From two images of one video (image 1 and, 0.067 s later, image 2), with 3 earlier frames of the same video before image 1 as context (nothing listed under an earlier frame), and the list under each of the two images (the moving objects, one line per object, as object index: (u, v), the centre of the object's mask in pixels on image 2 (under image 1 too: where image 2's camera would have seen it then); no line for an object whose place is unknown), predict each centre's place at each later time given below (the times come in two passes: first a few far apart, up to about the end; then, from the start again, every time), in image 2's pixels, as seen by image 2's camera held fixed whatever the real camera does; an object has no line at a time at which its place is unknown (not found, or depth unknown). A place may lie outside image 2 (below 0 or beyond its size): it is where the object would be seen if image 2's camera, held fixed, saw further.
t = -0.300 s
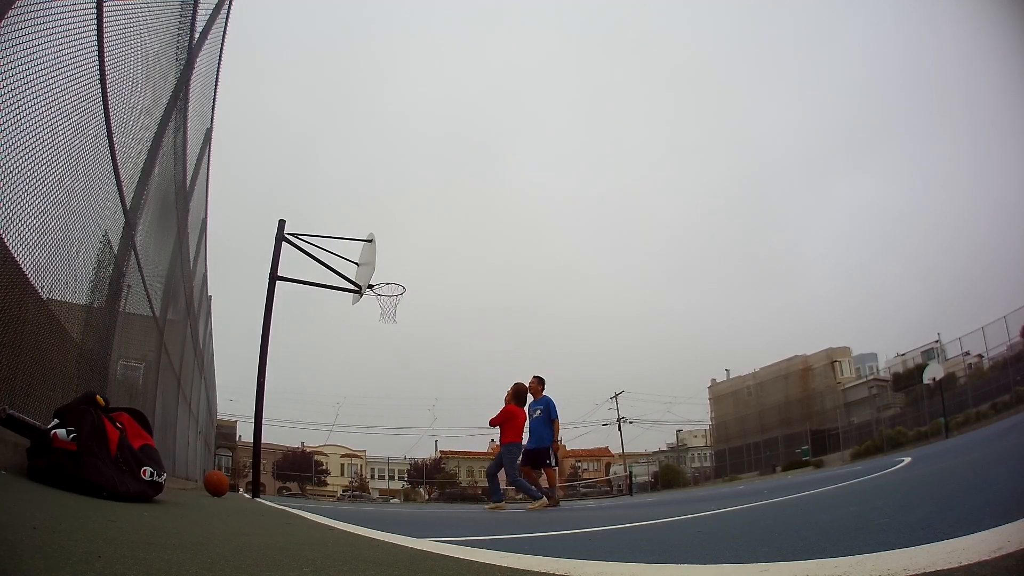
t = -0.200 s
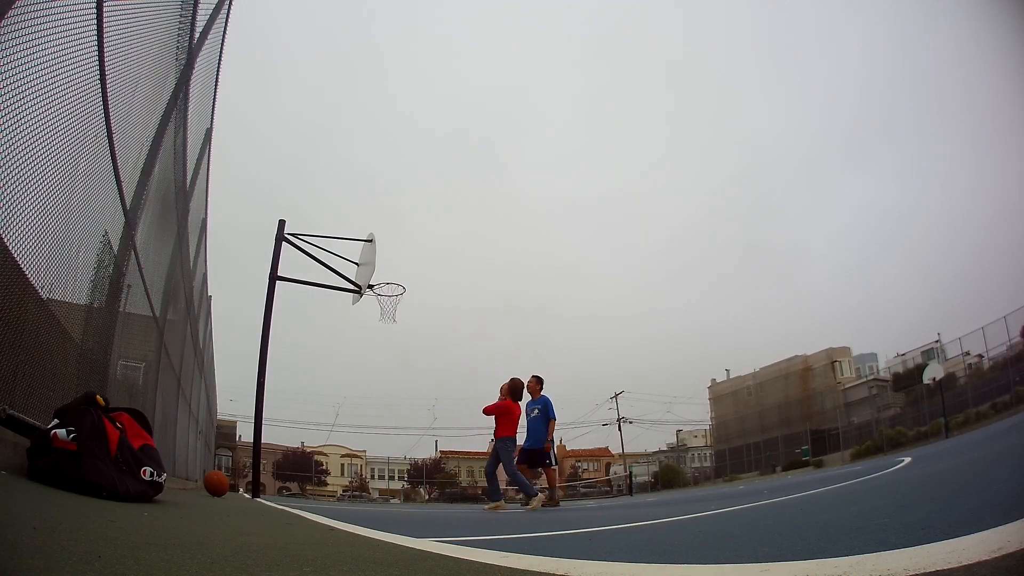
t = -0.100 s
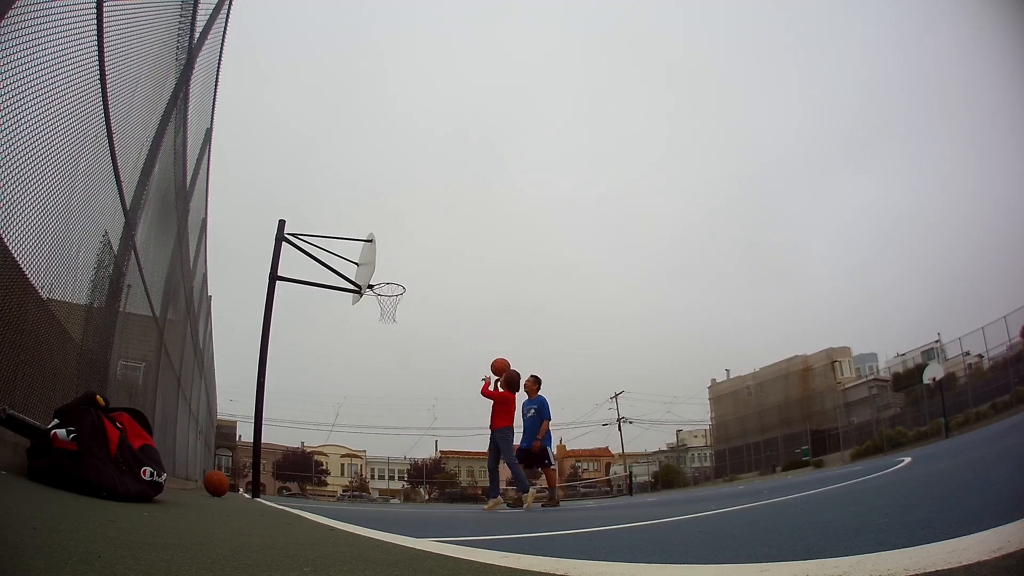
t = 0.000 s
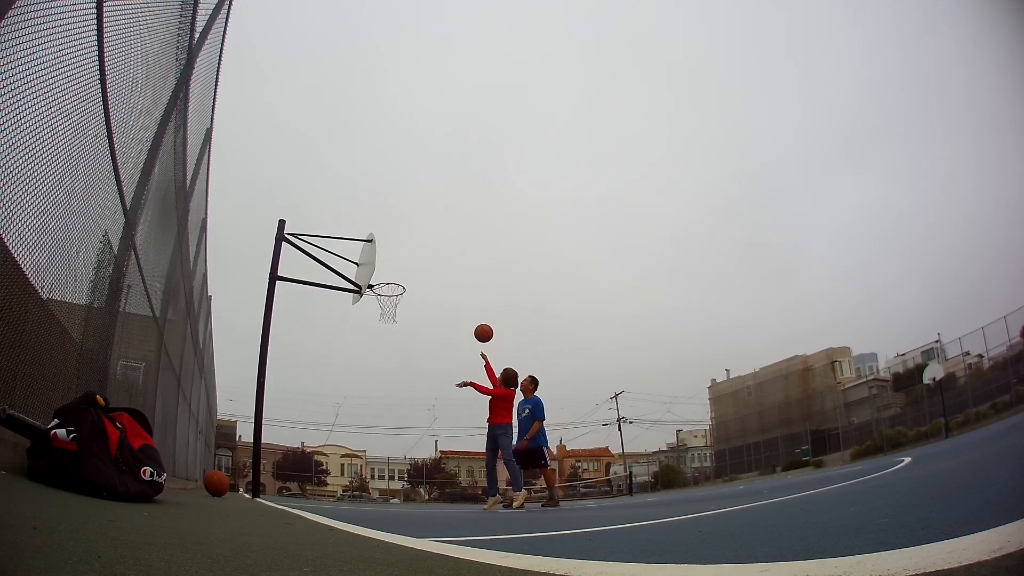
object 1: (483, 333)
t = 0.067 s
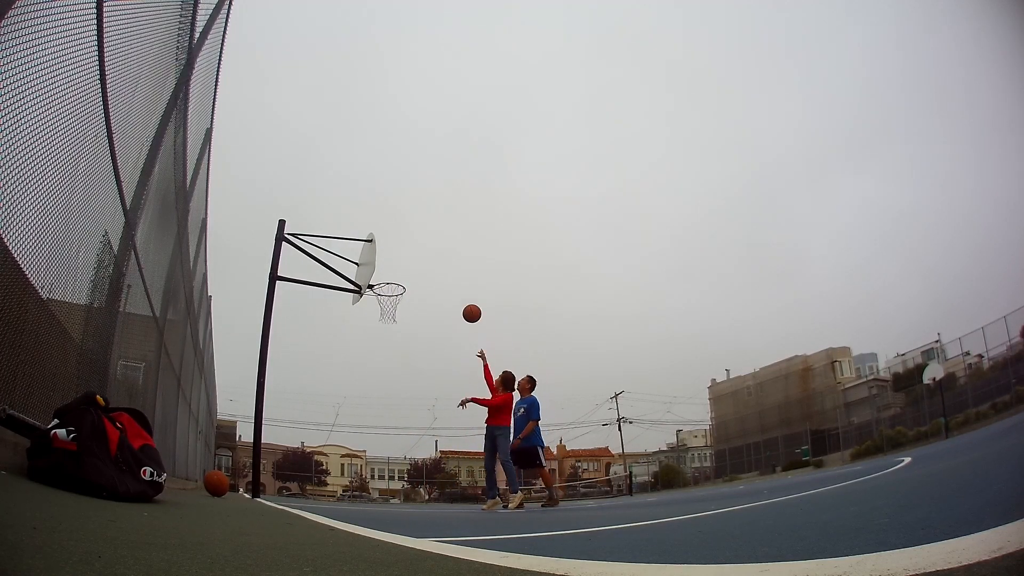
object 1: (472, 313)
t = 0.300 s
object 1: (434, 274)
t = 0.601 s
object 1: (390, 278)
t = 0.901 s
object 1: (381, 289)
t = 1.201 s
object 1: (396, 311)
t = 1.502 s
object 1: (385, 351)
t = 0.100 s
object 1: (466, 305)
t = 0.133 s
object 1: (460, 298)
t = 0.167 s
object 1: (455, 291)
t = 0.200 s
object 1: (449, 286)
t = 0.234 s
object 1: (444, 281)
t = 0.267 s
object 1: (439, 277)
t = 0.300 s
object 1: (434, 274)
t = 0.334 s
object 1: (429, 271)
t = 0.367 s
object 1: (424, 270)
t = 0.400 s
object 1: (419, 269)
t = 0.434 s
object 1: (414, 268)
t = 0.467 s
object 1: (409, 269)
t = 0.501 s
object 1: (404, 270)
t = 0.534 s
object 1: (400, 272)
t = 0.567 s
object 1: (395, 274)
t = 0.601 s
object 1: (390, 278)
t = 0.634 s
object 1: (385, 281)
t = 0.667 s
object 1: (380, 286)
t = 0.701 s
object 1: (384, 287)
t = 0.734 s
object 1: (389, 288)
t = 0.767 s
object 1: (395, 289)
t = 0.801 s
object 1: (394, 288)
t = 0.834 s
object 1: (389, 288)
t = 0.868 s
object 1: (385, 288)
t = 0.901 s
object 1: (381, 289)
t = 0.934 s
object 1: (384, 291)
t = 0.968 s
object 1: (387, 294)
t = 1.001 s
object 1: (390, 298)
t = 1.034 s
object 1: (393, 302)
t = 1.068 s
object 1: (395, 306)
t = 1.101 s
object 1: (397, 309)
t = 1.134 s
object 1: (397, 310)
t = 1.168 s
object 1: (397, 310)
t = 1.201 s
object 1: (396, 311)
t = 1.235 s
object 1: (395, 313)
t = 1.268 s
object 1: (394, 315)
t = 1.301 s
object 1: (393, 317)
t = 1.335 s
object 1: (391, 321)
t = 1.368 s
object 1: (390, 325)
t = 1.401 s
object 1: (389, 331)
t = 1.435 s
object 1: (388, 337)
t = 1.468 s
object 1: (386, 344)
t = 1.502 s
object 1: (385, 351)
